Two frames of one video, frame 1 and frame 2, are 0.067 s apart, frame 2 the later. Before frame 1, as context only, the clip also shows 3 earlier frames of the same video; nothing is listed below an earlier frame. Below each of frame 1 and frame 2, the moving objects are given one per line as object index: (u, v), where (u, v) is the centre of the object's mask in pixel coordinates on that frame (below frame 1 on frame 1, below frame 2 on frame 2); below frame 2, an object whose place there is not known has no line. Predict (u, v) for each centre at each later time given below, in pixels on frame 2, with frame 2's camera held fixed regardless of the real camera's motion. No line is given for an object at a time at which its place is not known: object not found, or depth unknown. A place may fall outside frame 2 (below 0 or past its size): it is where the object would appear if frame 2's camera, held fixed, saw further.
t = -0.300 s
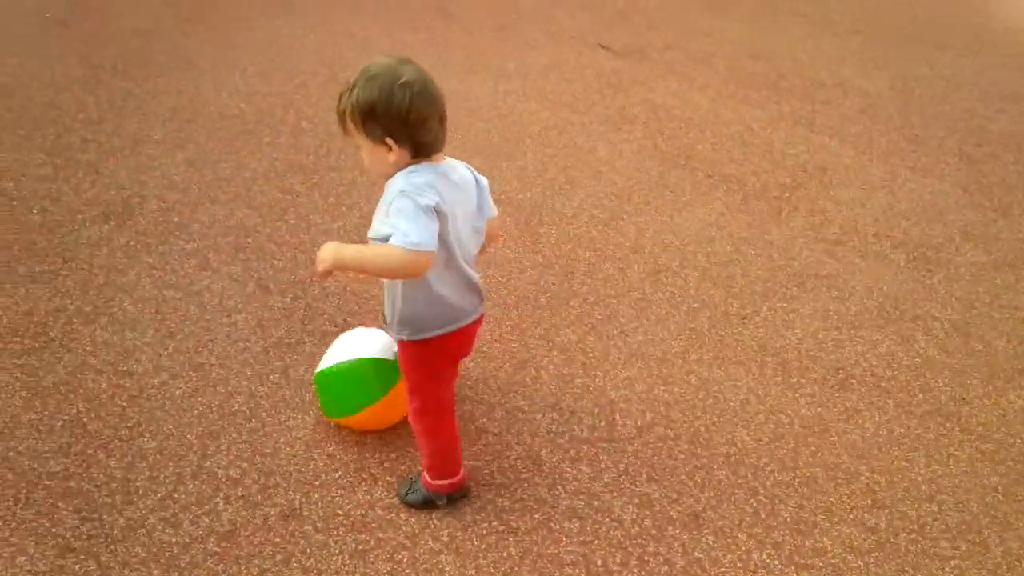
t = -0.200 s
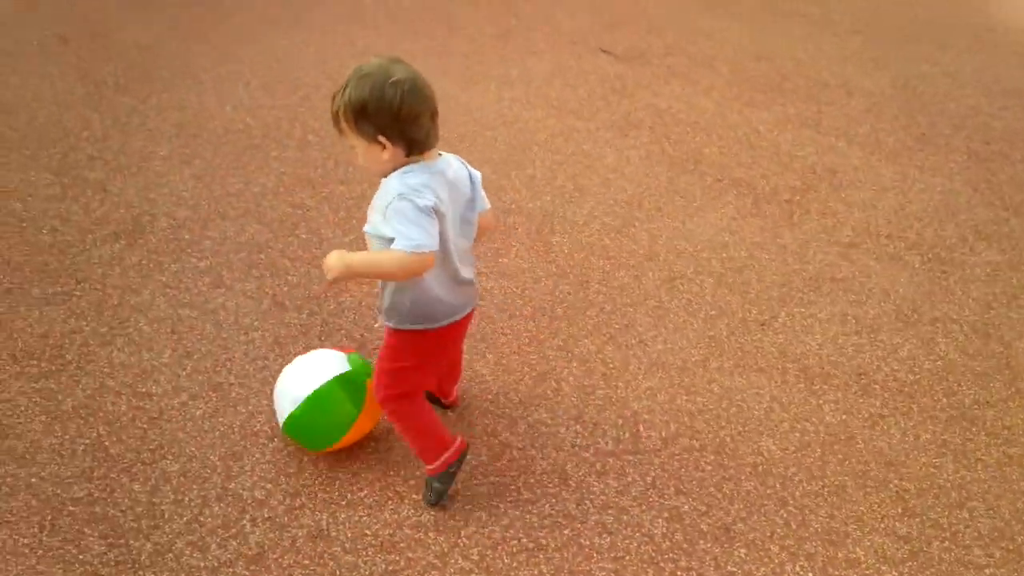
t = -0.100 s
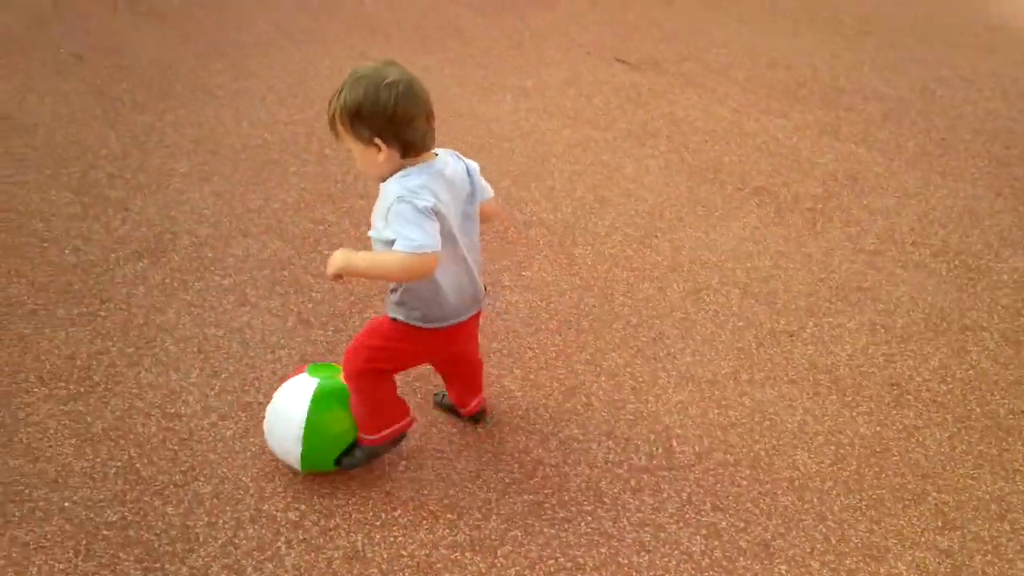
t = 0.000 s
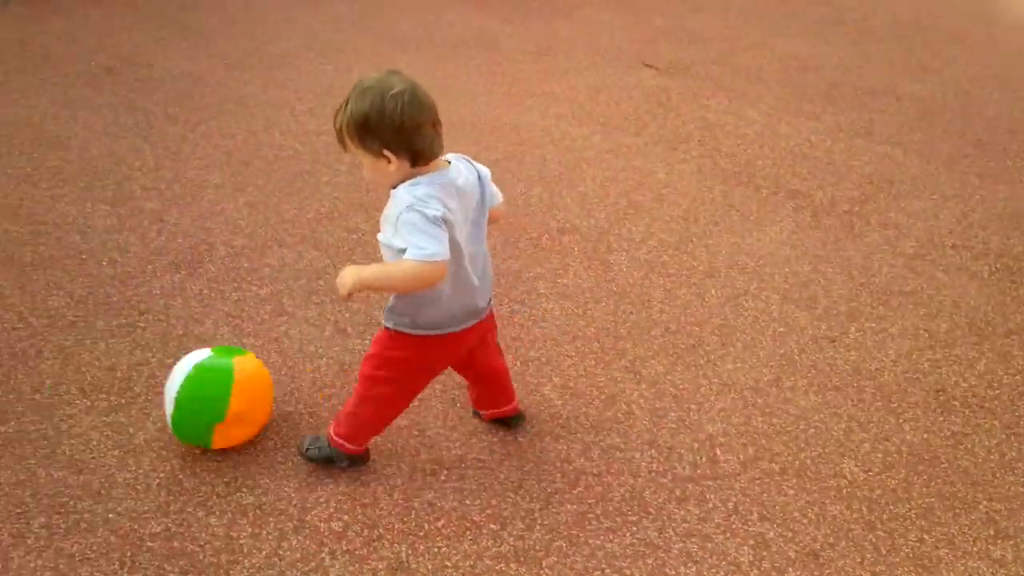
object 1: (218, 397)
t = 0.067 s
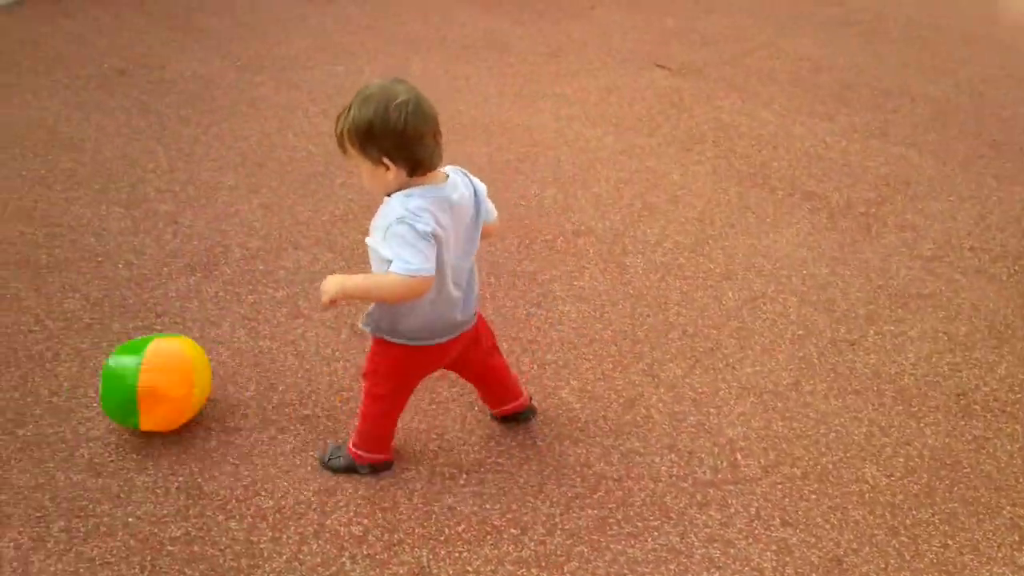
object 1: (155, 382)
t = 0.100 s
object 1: (121, 373)
